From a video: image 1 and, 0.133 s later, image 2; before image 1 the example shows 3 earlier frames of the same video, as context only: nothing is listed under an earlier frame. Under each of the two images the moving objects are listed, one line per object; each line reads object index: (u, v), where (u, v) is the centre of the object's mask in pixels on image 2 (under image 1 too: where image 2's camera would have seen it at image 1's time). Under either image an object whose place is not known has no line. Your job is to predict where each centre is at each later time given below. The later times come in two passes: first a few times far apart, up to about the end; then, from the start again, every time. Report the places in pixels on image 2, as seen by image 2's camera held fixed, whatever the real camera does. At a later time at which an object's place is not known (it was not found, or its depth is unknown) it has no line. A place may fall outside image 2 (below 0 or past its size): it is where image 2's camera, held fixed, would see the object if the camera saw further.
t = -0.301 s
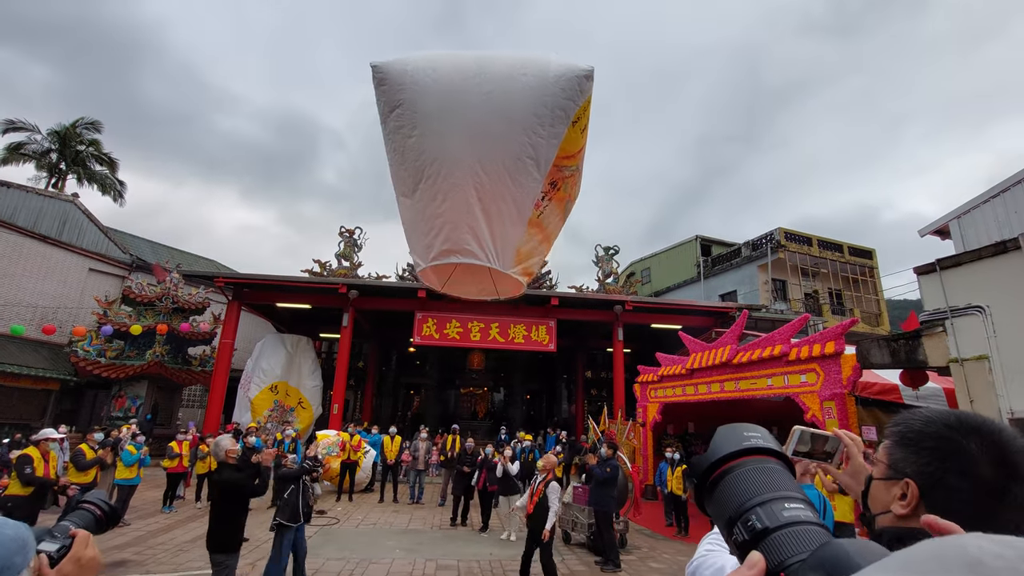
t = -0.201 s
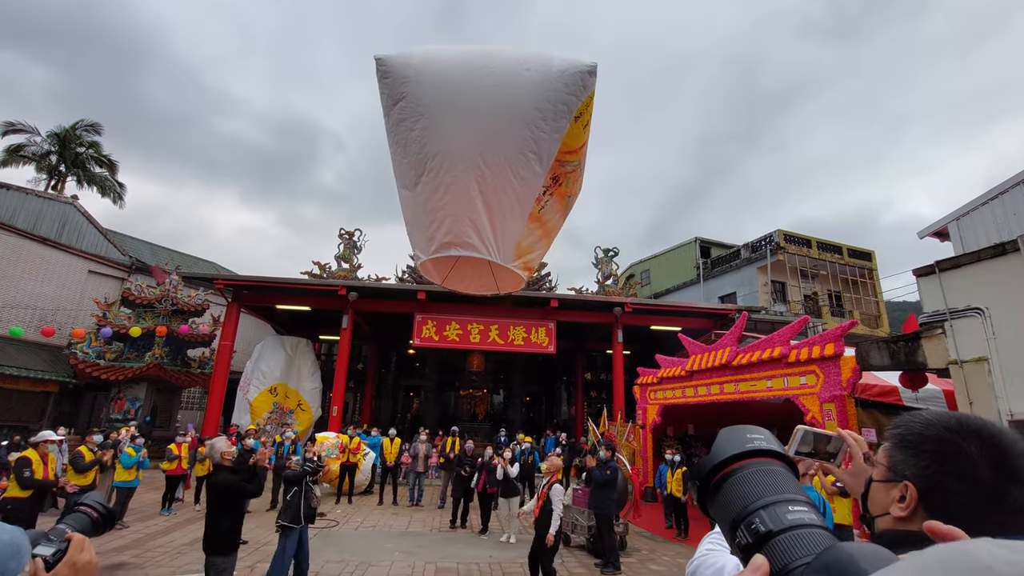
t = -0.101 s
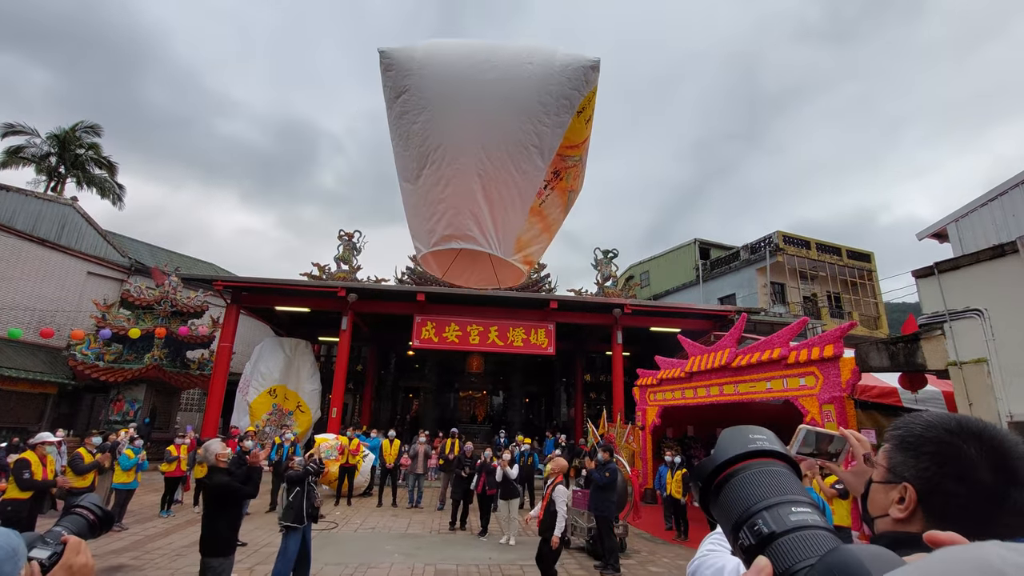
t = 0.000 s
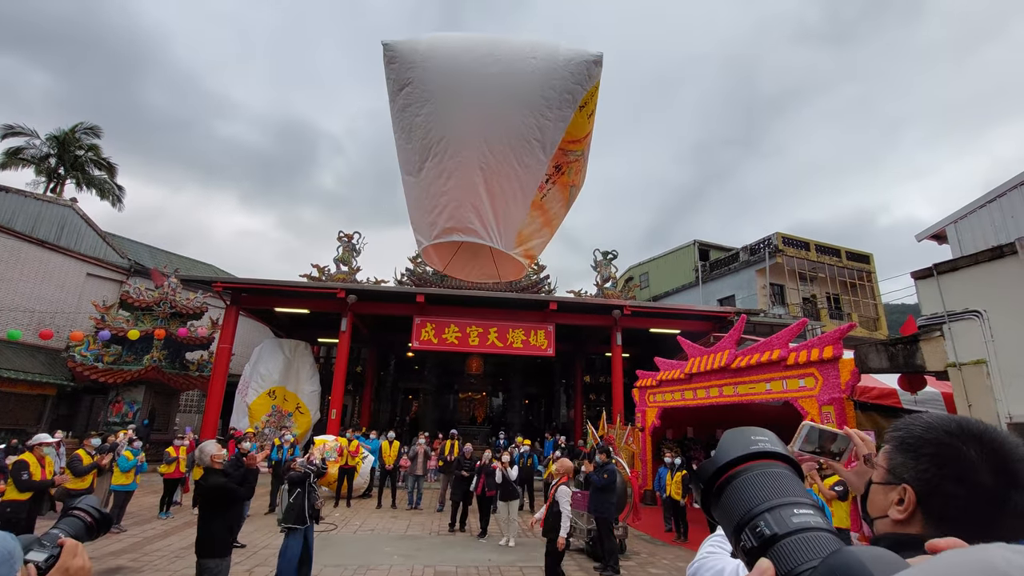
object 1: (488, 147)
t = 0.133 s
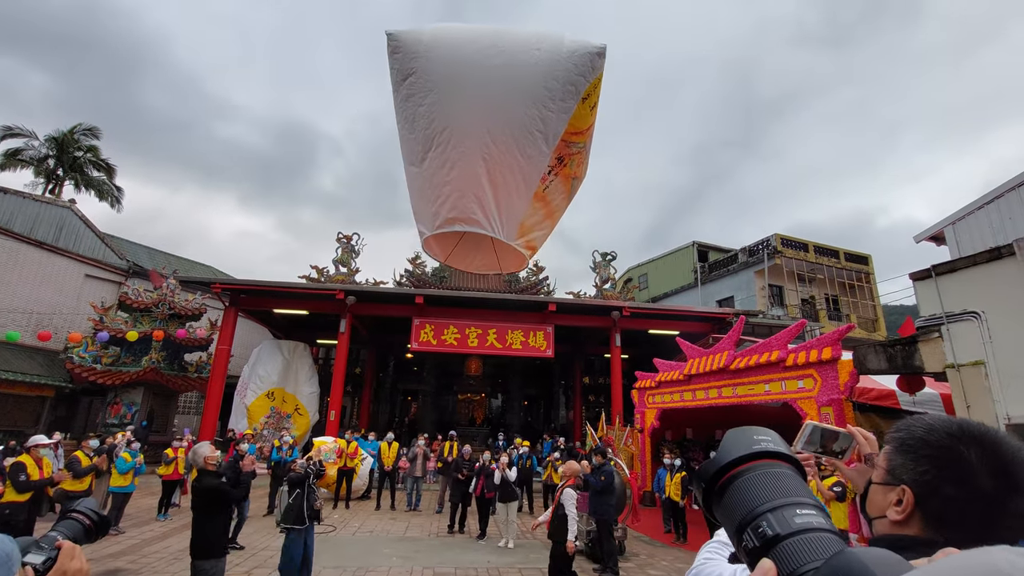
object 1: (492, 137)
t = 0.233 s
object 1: (495, 129)
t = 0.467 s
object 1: (502, 110)
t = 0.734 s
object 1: (511, 91)
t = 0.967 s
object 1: (518, 72)
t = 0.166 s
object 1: (493, 134)
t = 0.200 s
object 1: (494, 132)
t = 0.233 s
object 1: (495, 129)
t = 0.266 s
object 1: (496, 126)
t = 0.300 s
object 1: (497, 124)
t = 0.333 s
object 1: (498, 121)
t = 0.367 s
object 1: (499, 118)
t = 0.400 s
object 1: (500, 115)
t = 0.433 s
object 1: (501, 113)
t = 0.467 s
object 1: (502, 110)
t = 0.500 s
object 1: (503, 107)
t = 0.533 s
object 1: (504, 104)
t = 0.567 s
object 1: (505, 102)
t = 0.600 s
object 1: (507, 99)
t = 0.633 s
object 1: (508, 97)
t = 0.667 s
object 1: (509, 95)
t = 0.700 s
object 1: (510, 94)
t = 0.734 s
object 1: (511, 91)
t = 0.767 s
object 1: (512, 89)
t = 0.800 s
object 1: (513, 86)
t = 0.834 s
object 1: (514, 83)
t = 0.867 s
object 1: (515, 81)
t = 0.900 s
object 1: (516, 78)
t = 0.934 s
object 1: (517, 75)
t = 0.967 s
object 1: (518, 72)
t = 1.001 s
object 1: (520, 69)
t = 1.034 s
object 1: (521, 65)
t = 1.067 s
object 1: (522, 62)
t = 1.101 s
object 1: (523, 59)
